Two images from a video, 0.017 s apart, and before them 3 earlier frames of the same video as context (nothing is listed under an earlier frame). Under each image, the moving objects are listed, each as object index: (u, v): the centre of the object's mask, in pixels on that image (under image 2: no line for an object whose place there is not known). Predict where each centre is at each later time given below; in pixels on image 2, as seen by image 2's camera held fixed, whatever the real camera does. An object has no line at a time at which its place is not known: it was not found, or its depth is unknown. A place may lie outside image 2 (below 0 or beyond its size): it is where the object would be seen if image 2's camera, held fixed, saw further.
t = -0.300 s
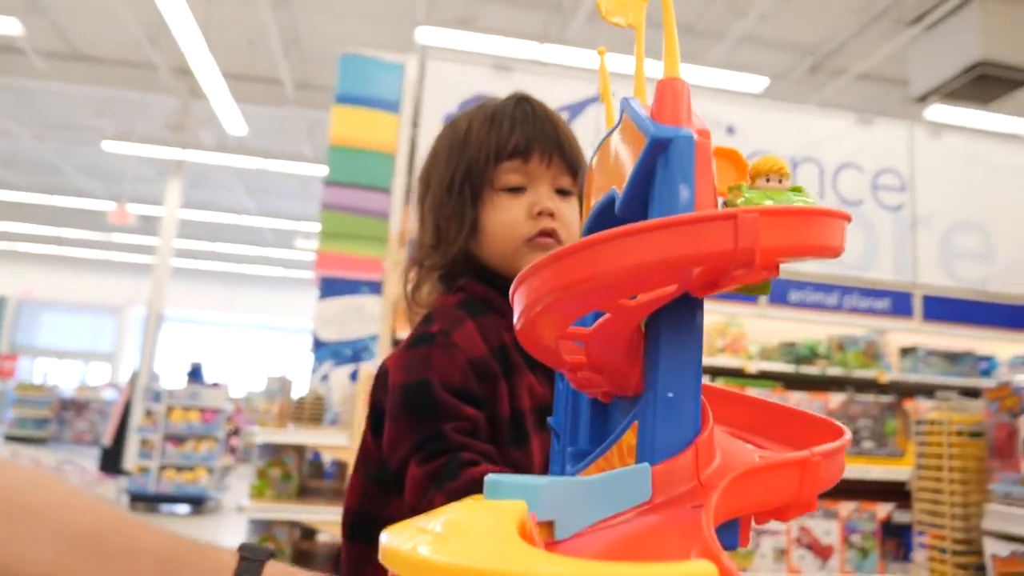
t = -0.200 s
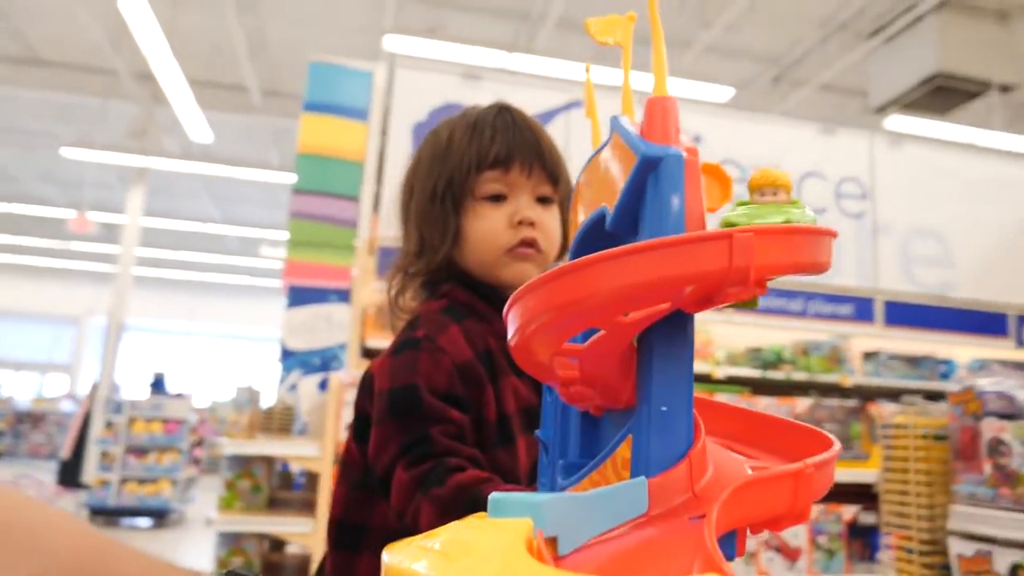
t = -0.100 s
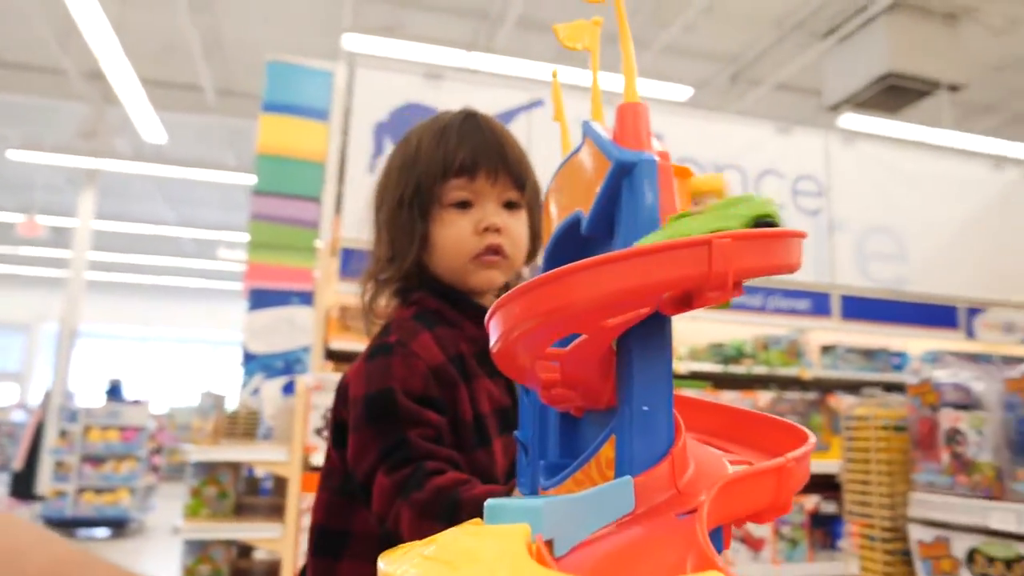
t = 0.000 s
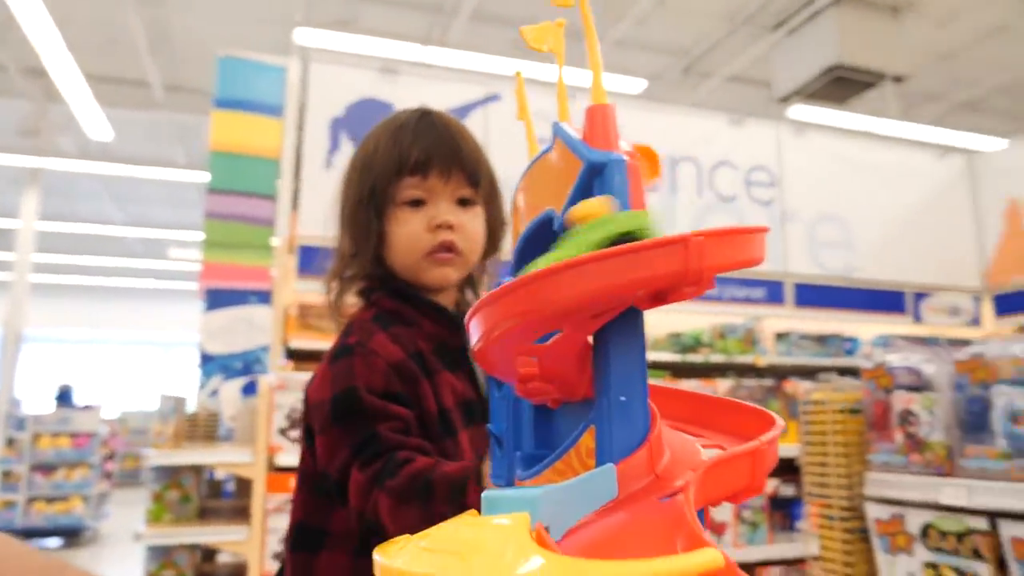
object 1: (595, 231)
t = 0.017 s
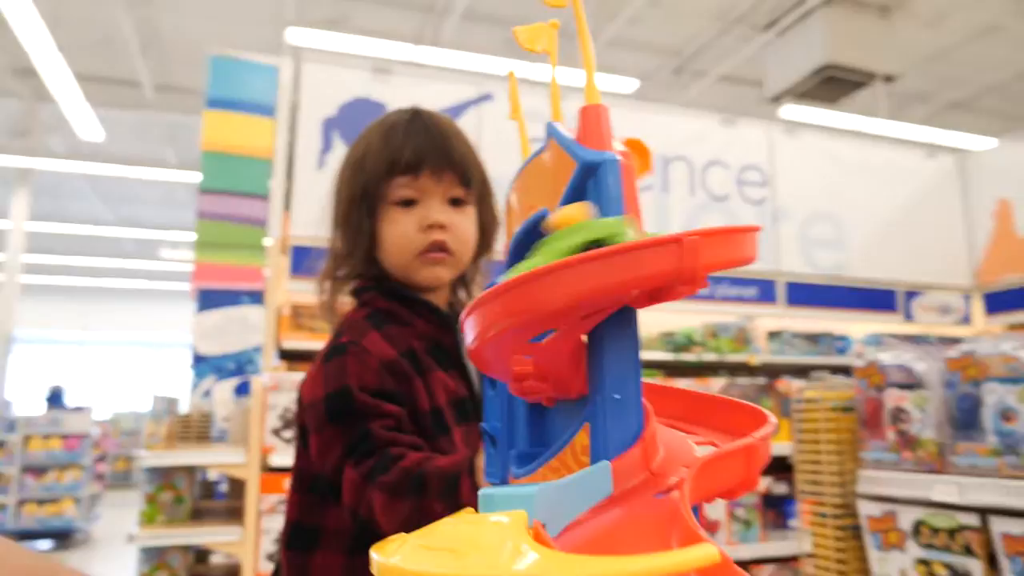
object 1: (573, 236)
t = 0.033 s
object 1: (558, 241)
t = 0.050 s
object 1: (545, 246)
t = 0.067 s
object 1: (530, 251)
